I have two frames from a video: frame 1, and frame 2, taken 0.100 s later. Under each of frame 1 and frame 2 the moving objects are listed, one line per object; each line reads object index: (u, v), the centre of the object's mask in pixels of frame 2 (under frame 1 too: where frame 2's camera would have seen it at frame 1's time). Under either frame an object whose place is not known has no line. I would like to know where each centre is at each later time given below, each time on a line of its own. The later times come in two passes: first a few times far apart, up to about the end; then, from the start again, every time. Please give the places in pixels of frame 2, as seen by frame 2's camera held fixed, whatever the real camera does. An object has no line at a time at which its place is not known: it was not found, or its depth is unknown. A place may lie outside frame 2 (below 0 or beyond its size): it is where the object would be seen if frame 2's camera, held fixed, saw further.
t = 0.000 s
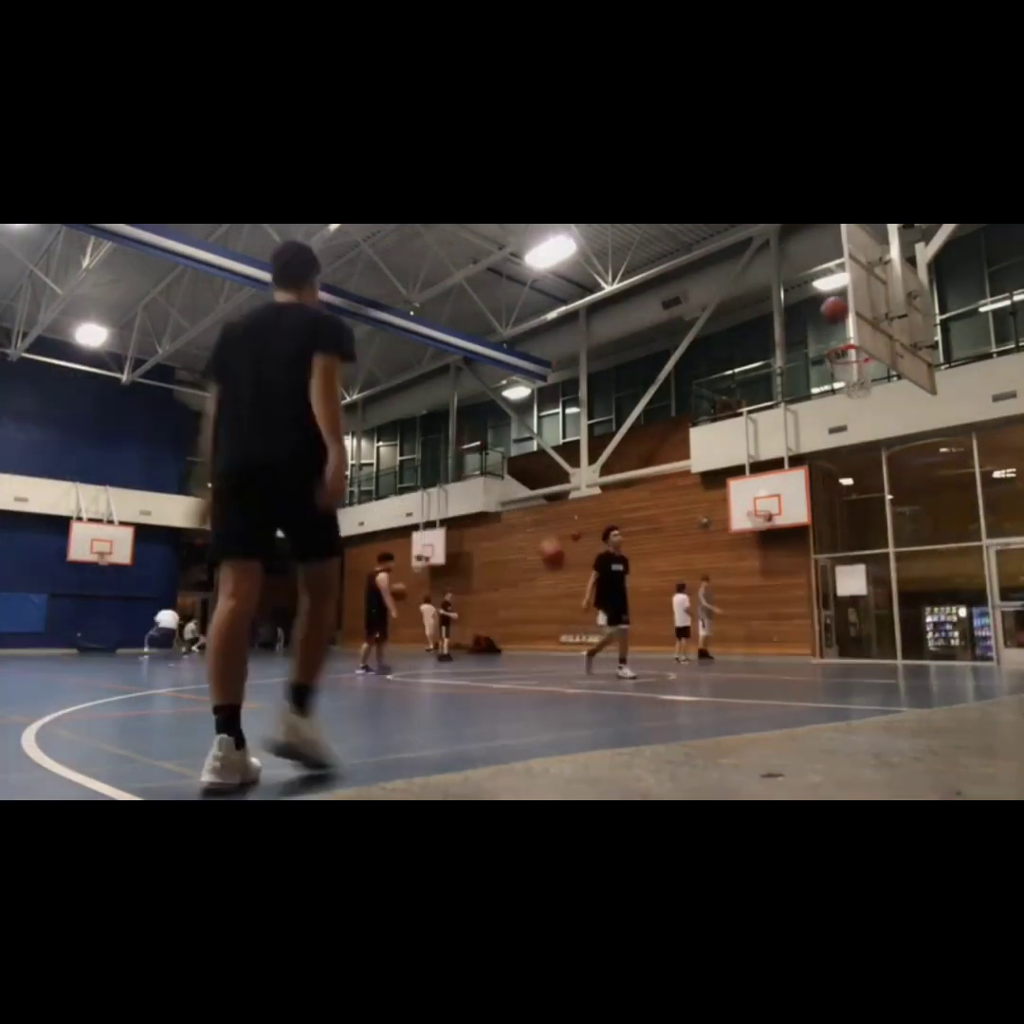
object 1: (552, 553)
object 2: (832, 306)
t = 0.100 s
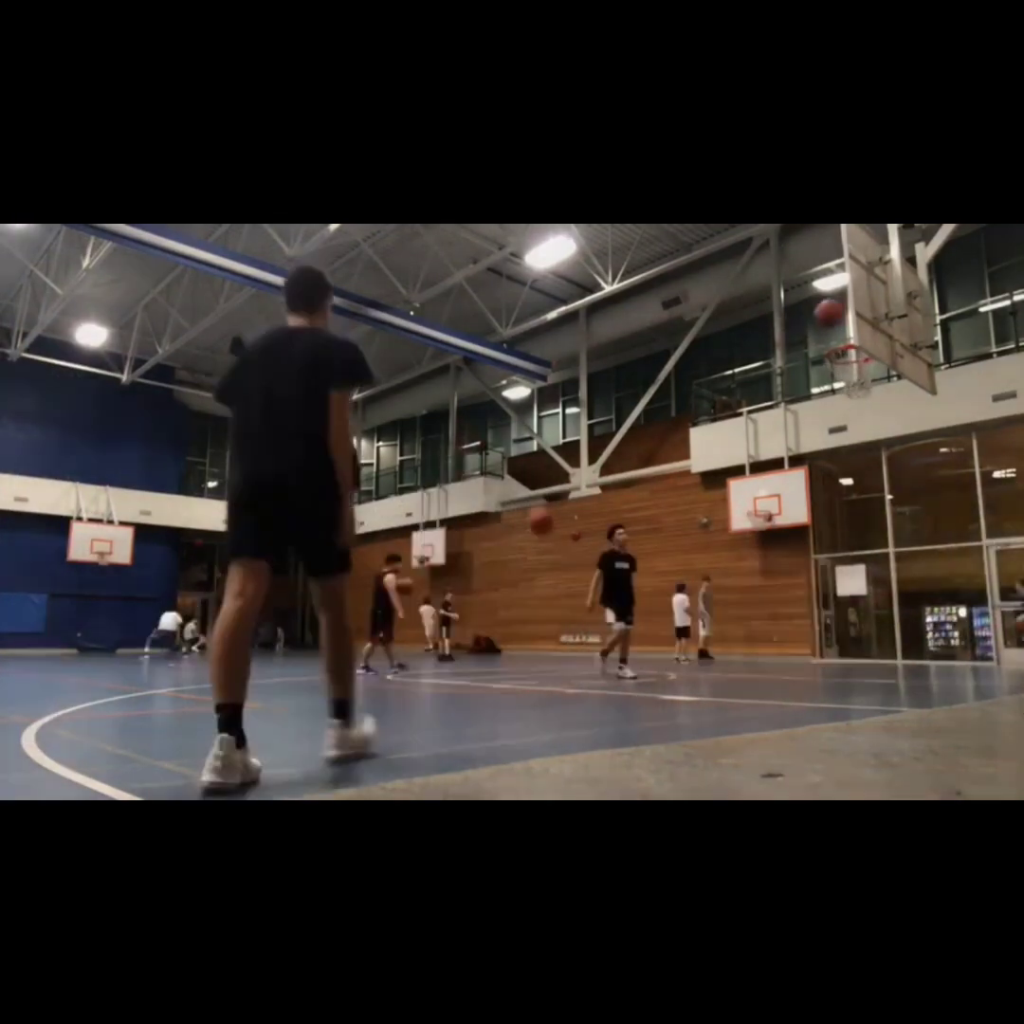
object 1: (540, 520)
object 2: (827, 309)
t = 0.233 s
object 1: (524, 493)
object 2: (820, 330)
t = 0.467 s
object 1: (497, 492)
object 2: (810, 413)
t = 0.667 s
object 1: (472, 529)
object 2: (800, 537)
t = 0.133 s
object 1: (537, 513)
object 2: (825, 313)
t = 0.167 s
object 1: (532, 506)
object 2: (823, 318)
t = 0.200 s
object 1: (528, 499)
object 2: (821, 324)
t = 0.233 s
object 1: (524, 493)
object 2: (820, 330)
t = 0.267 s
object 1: (520, 489)
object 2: (818, 339)
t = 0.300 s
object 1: (516, 487)
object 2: (816, 349)
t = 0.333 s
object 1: (512, 485)
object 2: (816, 358)
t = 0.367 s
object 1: (508, 485)
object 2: (813, 369)
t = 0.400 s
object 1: (504, 486)
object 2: (811, 382)
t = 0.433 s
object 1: (501, 487)
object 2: (810, 398)
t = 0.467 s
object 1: (497, 492)
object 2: (810, 413)
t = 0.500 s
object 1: (493, 495)
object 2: (809, 429)
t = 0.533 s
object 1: (488, 501)
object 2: (807, 448)
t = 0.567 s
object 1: (485, 505)
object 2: (804, 467)
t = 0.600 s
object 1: (480, 511)
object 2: (802, 491)
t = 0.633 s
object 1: (475, 521)
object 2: (802, 513)
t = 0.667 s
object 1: (472, 529)
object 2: (800, 537)
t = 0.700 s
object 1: (468, 540)
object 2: (799, 555)
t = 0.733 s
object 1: (464, 550)
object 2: (804, 591)
